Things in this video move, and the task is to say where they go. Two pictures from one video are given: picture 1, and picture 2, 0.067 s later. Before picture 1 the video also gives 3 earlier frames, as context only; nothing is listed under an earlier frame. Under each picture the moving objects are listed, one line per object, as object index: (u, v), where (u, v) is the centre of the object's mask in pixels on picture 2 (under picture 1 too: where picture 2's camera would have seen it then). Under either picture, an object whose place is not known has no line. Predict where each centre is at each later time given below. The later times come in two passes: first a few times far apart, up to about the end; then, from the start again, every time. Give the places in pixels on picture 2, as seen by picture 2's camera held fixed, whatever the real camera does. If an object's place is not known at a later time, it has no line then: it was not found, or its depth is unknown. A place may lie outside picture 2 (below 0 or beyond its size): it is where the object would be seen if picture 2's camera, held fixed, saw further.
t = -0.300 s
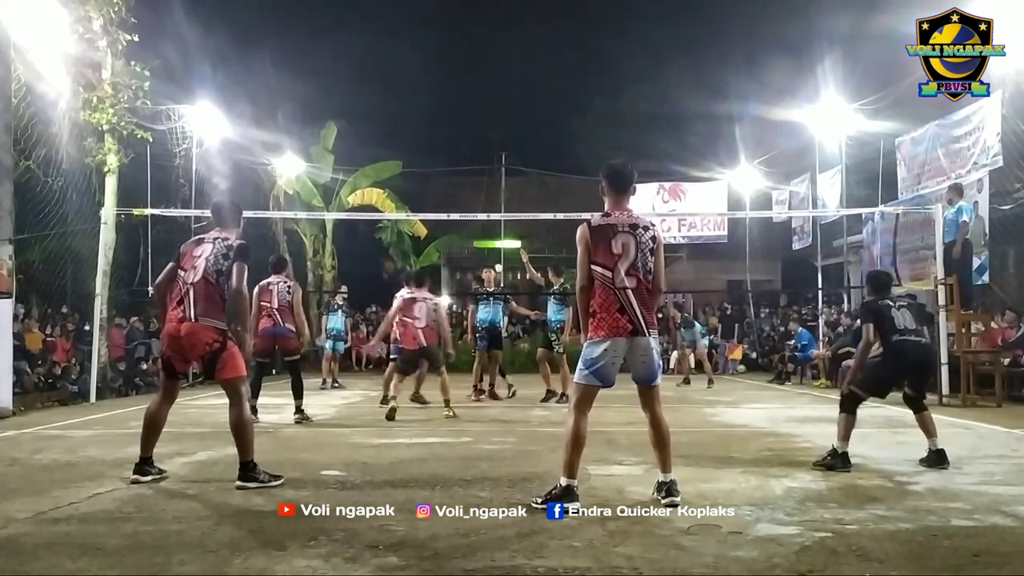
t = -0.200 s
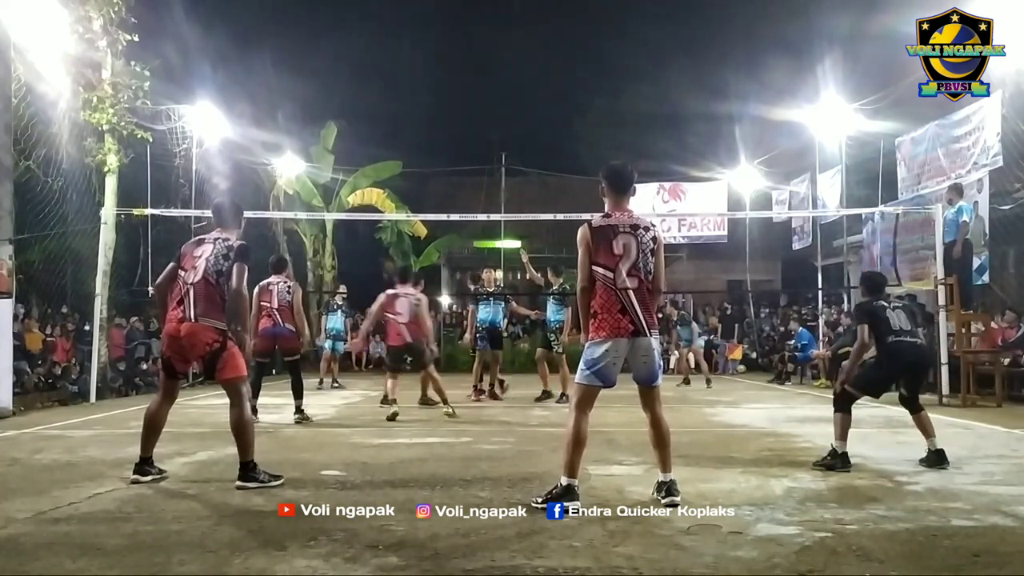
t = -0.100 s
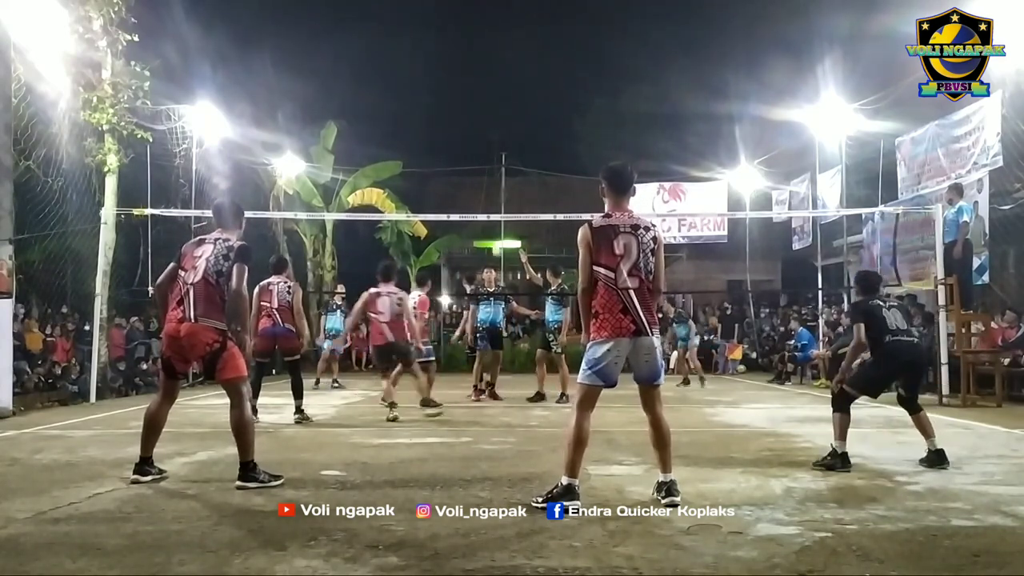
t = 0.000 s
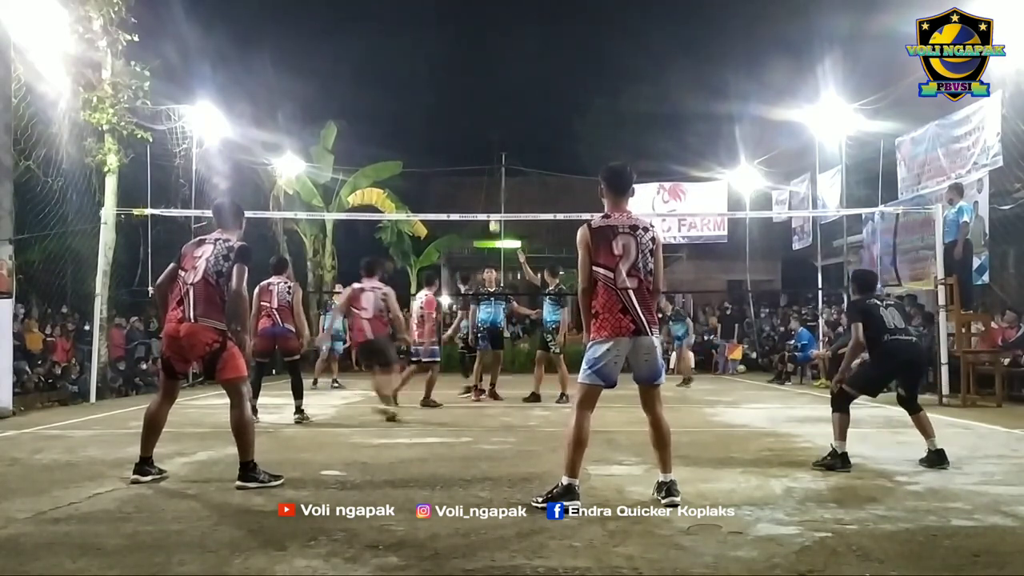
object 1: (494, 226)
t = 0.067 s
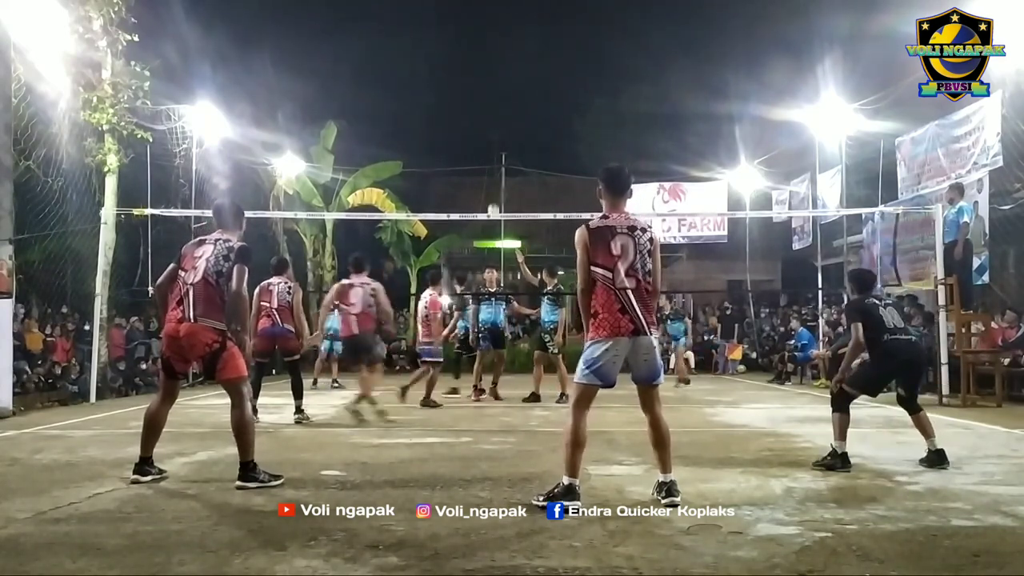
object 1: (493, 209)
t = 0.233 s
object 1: (493, 176)
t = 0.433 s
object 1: (491, 146)
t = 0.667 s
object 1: (491, 138)
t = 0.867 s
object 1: (491, 163)
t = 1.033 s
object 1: (489, 237)
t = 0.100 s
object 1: (493, 203)
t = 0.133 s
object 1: (493, 196)
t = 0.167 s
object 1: (493, 189)
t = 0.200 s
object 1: (493, 183)
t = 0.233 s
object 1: (493, 176)
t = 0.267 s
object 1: (493, 170)
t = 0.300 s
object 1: (493, 164)
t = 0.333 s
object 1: (492, 159)
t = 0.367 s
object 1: (492, 154)
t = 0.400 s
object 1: (492, 150)
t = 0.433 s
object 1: (491, 146)
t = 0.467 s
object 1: (491, 143)
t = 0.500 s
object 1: (491, 141)
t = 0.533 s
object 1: (491, 139)
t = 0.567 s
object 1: (491, 138)
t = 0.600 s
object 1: (491, 137)
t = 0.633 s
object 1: (491, 137)
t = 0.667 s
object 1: (491, 138)
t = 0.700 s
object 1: (492, 139)
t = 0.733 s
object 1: (492, 142)
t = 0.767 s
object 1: (492, 146)
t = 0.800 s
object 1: (491, 150)
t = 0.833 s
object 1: (491, 156)
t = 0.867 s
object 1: (491, 163)
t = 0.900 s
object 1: (491, 174)
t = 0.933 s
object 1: (491, 184)
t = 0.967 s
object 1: (490, 198)
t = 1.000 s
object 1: (490, 217)
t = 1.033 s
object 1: (489, 237)
